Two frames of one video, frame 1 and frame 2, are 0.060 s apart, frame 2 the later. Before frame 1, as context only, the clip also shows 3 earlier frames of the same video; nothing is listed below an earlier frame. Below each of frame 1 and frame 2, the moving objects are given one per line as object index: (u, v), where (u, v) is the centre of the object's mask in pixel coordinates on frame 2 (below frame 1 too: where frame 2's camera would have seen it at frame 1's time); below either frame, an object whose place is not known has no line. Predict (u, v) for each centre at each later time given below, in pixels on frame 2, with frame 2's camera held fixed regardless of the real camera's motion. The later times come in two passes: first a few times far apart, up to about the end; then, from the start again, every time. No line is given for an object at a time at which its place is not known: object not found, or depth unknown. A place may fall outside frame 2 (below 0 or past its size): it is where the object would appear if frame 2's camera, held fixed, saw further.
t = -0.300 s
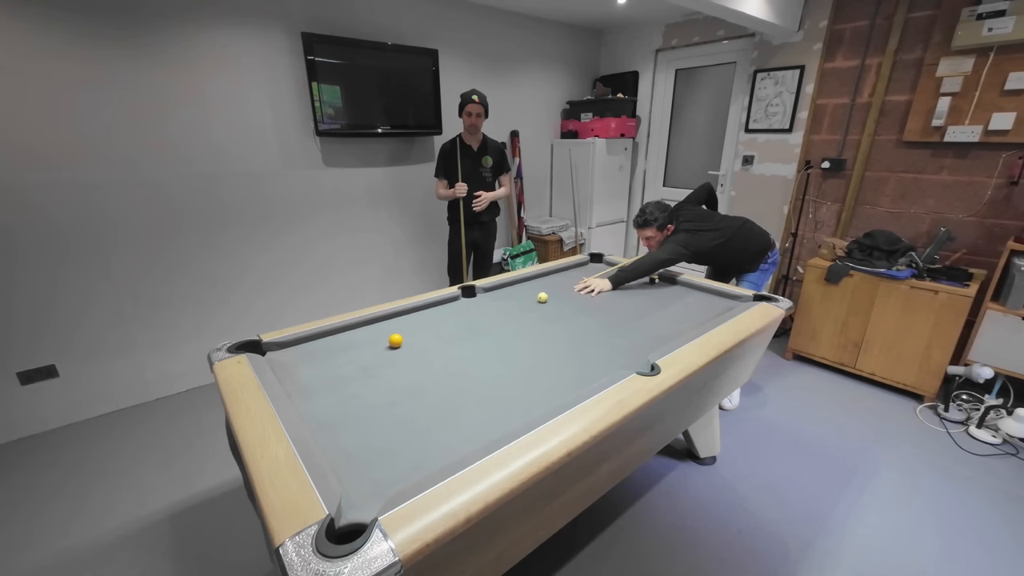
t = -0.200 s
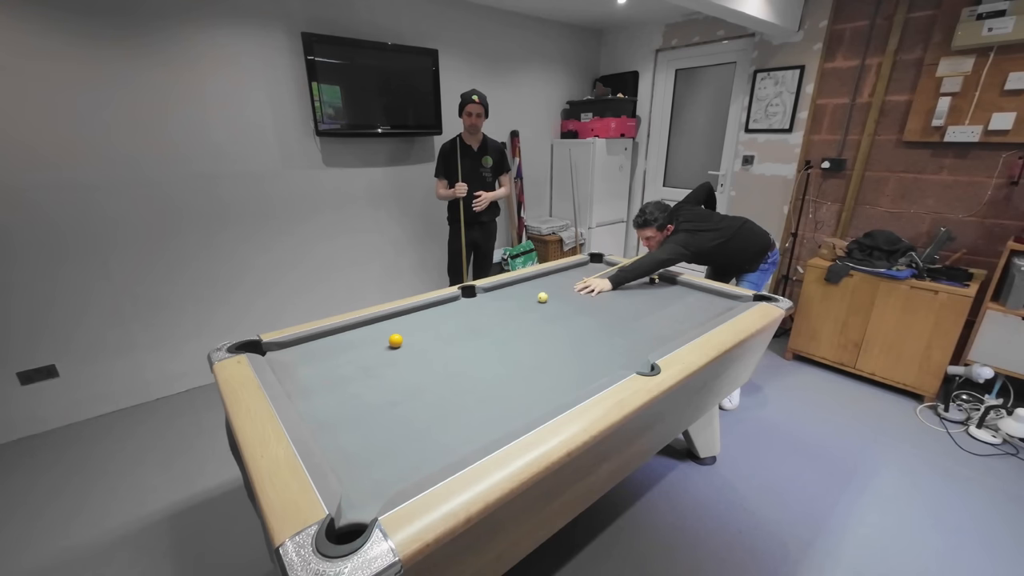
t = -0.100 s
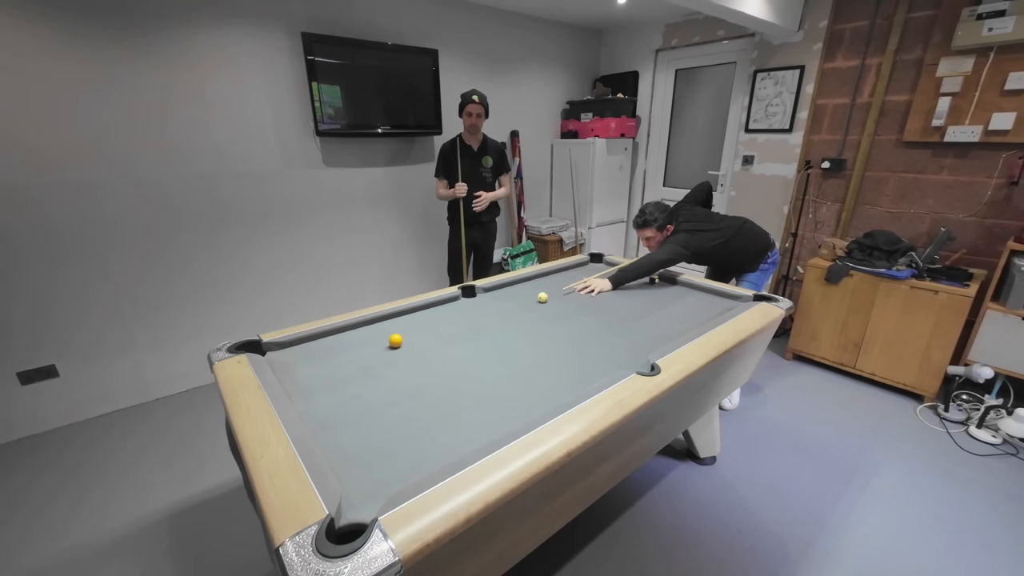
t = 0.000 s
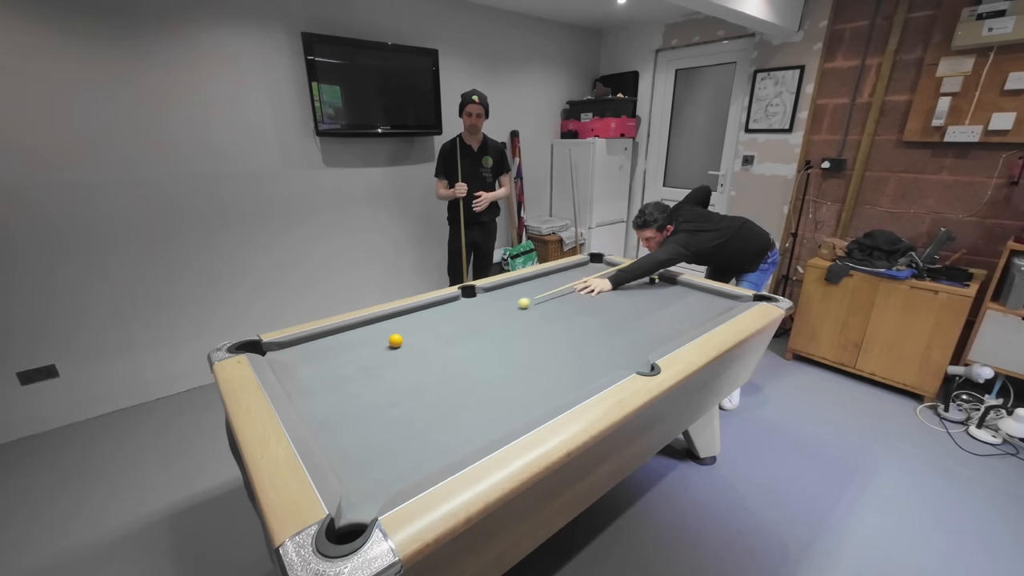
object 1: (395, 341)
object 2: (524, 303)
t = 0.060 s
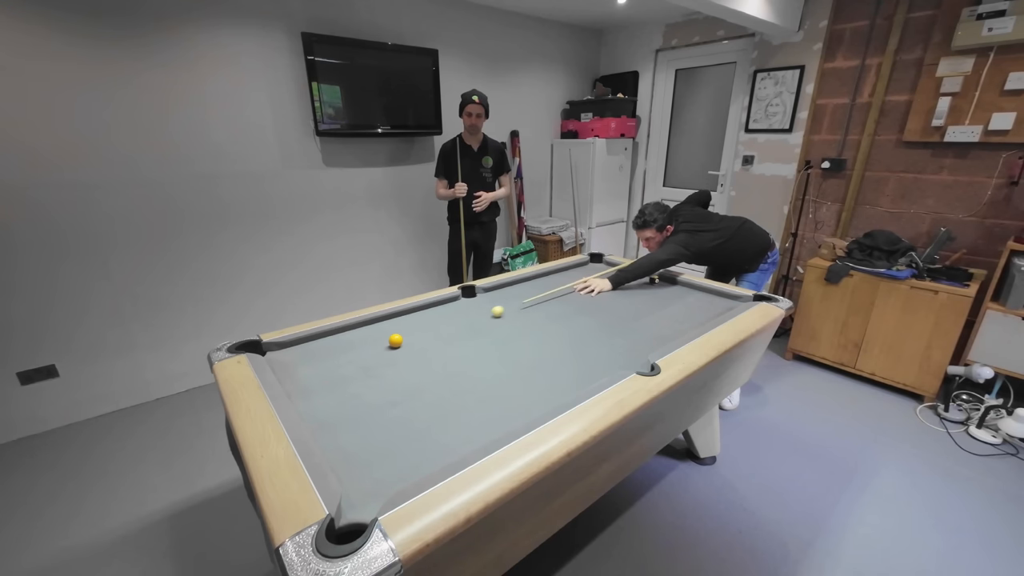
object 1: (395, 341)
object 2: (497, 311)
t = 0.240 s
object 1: (392, 341)
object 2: (409, 341)
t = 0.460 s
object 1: (296, 350)
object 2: (394, 377)
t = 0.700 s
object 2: (347, 437)
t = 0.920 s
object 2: (386, 460)
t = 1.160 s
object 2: (446, 450)
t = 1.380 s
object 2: (463, 414)
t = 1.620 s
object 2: (477, 386)
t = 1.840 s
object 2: (488, 364)
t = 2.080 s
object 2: (497, 346)
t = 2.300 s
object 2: (504, 332)
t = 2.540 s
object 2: (510, 319)
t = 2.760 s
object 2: (515, 310)
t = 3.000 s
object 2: (520, 301)
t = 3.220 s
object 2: (524, 294)
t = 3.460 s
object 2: (528, 287)
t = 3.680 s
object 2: (531, 281)
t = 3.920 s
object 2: (536, 278)
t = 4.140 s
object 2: (545, 277)
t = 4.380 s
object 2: (554, 276)
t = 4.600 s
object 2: (560, 276)
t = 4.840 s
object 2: (567, 276)
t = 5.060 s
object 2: (572, 275)
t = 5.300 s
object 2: (576, 275)
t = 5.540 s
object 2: (580, 275)
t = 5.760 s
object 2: (582, 275)
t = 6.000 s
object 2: (583, 274)
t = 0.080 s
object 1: (395, 341)
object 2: (488, 315)
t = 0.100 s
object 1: (395, 341)
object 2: (479, 318)
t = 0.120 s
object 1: (395, 341)
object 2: (469, 321)
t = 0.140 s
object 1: (395, 341)
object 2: (460, 324)
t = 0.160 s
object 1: (395, 341)
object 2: (449, 327)
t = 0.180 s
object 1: (395, 341)
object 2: (439, 330)
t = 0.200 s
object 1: (395, 341)
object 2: (428, 334)
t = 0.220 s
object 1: (395, 341)
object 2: (417, 337)
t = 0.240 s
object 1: (392, 341)
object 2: (409, 341)
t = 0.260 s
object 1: (382, 342)
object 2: (409, 344)
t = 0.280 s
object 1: (372, 343)
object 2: (409, 347)
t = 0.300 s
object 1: (363, 344)
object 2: (409, 350)
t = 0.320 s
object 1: (353, 345)
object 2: (408, 353)
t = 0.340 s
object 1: (344, 346)
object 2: (407, 356)
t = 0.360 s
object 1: (336, 347)
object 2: (406, 359)
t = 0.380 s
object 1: (327, 347)
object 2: (404, 363)
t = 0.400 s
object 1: (319, 348)
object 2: (402, 366)
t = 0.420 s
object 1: (311, 349)
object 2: (400, 370)
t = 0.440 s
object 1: (304, 350)
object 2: (397, 374)
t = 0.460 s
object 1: (296, 350)
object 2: (394, 377)
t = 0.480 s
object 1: (289, 350)
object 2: (390, 381)
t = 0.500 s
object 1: (281, 351)
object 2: (387, 386)
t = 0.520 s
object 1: (273, 352)
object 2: (383, 390)
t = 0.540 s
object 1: (266, 352)
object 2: (380, 395)
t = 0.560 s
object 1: (260, 351)
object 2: (376, 399)
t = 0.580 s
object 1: (256, 350)
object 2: (373, 404)
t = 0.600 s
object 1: (254, 349)
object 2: (368, 409)
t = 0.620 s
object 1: (252, 350)
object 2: (364, 414)
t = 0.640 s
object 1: (249, 350)
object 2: (360, 420)
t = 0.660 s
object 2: (355, 425)
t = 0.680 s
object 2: (351, 431)
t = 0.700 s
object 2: (347, 437)
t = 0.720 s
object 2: (341, 443)
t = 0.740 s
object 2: (336, 450)
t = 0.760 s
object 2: (333, 454)
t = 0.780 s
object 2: (337, 457)
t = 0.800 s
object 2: (344, 457)
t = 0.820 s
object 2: (352, 457)
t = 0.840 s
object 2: (360, 457)
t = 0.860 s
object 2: (367, 457)
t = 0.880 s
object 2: (373, 458)
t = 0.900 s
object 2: (379, 459)
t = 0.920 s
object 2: (386, 460)
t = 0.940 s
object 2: (392, 460)
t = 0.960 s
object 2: (399, 461)
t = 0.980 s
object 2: (405, 462)
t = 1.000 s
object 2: (412, 462)
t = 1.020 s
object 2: (419, 463)
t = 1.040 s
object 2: (425, 464)
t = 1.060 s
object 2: (431, 463)
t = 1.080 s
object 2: (437, 462)
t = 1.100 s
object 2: (440, 459)
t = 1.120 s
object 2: (442, 456)
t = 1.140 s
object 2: (444, 453)
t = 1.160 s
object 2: (446, 450)
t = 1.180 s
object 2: (448, 446)
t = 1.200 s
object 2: (449, 443)
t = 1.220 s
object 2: (451, 439)
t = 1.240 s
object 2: (453, 436)
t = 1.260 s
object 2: (455, 433)
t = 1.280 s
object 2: (456, 429)
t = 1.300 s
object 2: (457, 426)
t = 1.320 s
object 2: (459, 423)
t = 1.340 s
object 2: (460, 420)
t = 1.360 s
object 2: (462, 418)
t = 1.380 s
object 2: (463, 414)
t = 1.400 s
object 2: (465, 412)
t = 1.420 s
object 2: (466, 409)
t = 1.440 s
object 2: (467, 407)
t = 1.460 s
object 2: (468, 404)
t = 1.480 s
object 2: (469, 401)
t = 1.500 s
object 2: (471, 399)
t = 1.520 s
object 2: (472, 397)
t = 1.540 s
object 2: (473, 394)
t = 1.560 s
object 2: (474, 392)
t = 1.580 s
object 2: (475, 390)
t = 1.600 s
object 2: (476, 388)
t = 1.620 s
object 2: (477, 386)
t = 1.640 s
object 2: (478, 383)
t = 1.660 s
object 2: (479, 381)
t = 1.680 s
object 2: (480, 379)
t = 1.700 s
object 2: (481, 377)
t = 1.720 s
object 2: (482, 375)
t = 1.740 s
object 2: (483, 373)
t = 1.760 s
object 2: (484, 372)
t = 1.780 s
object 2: (485, 370)
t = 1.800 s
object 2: (486, 368)
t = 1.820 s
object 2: (487, 366)
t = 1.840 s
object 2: (488, 364)
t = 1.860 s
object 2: (489, 363)
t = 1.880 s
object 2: (489, 361)
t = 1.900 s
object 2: (490, 359)
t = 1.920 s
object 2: (491, 358)
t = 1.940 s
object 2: (492, 356)
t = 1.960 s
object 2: (493, 355)
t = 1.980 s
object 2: (493, 353)
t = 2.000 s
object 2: (494, 352)
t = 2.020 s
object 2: (495, 350)
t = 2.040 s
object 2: (496, 349)
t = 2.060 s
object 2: (496, 347)
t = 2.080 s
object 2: (497, 346)
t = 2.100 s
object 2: (498, 345)
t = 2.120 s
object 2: (498, 343)
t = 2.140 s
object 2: (499, 342)
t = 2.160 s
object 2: (500, 341)
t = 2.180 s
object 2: (500, 339)
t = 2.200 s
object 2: (501, 338)
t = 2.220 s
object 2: (502, 337)
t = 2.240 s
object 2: (502, 336)
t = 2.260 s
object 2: (503, 334)
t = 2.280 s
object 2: (503, 333)
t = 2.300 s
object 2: (504, 332)
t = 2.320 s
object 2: (504, 331)
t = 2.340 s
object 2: (505, 330)
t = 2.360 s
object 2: (506, 329)
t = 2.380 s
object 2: (506, 327)
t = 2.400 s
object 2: (507, 327)
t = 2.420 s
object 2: (507, 326)
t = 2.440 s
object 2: (508, 324)
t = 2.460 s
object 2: (508, 323)
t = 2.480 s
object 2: (509, 322)
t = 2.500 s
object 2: (509, 321)
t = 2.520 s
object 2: (510, 320)
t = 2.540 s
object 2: (510, 319)
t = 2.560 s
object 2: (511, 318)
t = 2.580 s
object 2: (511, 317)
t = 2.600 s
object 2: (512, 316)
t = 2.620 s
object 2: (512, 315)
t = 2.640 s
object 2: (512, 315)
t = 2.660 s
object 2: (513, 314)
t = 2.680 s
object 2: (513, 313)
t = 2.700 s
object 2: (514, 312)
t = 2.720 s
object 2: (515, 311)
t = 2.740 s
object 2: (515, 310)
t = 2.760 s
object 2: (515, 310)
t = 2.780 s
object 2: (516, 309)
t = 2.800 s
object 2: (516, 308)
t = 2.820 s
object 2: (516, 307)
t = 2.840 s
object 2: (517, 307)
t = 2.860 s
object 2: (517, 306)
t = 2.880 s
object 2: (518, 305)
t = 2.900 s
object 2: (518, 304)
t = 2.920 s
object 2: (519, 303)
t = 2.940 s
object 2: (519, 303)
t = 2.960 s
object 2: (519, 302)
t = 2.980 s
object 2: (520, 301)
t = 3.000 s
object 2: (520, 301)
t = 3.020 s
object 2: (520, 300)
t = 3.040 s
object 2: (521, 299)
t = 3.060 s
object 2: (521, 299)
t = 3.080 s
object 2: (521, 298)
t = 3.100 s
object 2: (522, 297)
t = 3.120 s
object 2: (522, 297)
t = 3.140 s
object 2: (523, 296)
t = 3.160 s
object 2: (523, 295)
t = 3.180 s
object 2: (523, 295)
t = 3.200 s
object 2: (523, 294)
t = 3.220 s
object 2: (524, 294)
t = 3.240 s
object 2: (524, 293)
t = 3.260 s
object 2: (525, 292)
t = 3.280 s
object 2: (525, 292)
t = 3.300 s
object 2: (525, 291)
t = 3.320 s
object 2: (525, 291)
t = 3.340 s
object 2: (526, 290)
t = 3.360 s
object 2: (526, 290)
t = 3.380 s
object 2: (527, 289)
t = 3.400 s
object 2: (527, 288)
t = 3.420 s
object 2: (527, 288)
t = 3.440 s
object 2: (528, 287)
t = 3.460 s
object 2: (528, 287)
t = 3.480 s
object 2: (528, 286)
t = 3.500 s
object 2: (528, 286)
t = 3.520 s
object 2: (529, 285)
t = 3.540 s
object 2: (529, 285)
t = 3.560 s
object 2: (529, 284)
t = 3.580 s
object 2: (529, 284)
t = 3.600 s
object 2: (530, 283)
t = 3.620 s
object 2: (530, 283)
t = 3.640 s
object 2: (530, 282)
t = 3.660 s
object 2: (530, 282)
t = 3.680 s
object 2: (531, 281)
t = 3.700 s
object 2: (531, 281)
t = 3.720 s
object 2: (531, 281)
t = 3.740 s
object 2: (532, 280)
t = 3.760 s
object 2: (532, 280)
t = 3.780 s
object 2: (532, 279)
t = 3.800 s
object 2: (532, 279)
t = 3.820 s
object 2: (533, 279)
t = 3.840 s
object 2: (533, 278)
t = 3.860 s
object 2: (533, 278)
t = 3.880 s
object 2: (534, 278)
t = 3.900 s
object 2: (535, 278)
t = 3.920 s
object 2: (536, 278)
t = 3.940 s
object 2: (537, 278)
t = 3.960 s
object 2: (538, 278)
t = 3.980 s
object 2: (538, 277)
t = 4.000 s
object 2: (539, 277)
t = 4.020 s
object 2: (540, 277)
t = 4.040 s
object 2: (541, 277)
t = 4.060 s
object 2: (542, 277)
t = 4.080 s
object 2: (542, 277)
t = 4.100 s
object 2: (543, 277)
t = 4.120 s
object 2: (544, 277)
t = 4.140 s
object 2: (545, 277)
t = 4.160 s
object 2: (546, 277)
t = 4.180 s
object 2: (546, 277)
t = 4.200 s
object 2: (547, 277)
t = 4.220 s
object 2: (548, 277)
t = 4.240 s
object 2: (549, 277)
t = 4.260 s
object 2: (549, 277)
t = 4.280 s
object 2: (550, 277)
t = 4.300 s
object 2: (551, 277)
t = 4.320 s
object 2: (551, 277)
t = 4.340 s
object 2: (552, 277)
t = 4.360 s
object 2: (553, 276)
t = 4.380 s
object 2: (554, 276)
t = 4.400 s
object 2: (554, 276)
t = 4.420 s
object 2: (555, 276)
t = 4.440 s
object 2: (555, 276)
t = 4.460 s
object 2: (556, 276)
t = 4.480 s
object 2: (557, 276)
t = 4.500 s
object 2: (557, 276)
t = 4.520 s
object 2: (558, 276)
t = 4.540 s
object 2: (559, 276)
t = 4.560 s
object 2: (559, 276)
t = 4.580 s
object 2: (560, 276)
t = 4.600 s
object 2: (560, 276)
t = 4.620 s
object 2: (561, 276)
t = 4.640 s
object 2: (562, 276)
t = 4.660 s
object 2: (562, 276)
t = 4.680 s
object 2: (563, 276)
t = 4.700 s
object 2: (563, 276)
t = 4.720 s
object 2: (563, 276)
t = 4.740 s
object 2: (564, 276)
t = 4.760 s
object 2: (565, 276)
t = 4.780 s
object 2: (566, 276)
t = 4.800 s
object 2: (566, 276)
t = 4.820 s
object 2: (566, 276)
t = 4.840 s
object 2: (567, 276)
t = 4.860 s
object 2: (567, 276)
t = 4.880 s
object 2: (568, 276)
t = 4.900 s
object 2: (568, 276)
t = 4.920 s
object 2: (569, 276)
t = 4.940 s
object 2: (569, 276)
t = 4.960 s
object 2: (570, 276)
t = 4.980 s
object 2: (570, 276)
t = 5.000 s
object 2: (571, 276)
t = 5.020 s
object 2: (571, 275)
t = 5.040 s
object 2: (571, 275)
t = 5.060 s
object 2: (572, 275)
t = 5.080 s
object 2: (572, 275)
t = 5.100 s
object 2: (573, 275)
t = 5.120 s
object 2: (573, 275)
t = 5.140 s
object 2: (573, 275)
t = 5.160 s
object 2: (574, 275)
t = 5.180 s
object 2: (574, 275)
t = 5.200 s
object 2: (574, 275)
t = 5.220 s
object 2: (575, 275)
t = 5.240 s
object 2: (575, 275)
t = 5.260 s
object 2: (575, 275)
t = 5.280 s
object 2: (576, 275)
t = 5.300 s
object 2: (576, 275)
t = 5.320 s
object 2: (576, 275)
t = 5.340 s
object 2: (577, 275)
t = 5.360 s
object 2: (577, 275)
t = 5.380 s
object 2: (577, 275)
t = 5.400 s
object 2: (578, 275)
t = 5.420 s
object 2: (578, 275)
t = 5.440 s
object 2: (578, 275)
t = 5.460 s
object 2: (578, 275)
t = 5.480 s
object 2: (579, 275)
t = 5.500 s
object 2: (579, 275)
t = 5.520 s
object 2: (579, 275)
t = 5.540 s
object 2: (580, 275)
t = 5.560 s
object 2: (580, 275)
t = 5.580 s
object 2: (580, 275)
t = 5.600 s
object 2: (580, 275)
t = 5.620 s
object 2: (580, 275)
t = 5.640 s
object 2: (581, 275)
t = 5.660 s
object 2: (581, 275)
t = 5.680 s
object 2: (581, 275)
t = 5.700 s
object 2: (581, 275)
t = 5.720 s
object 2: (581, 275)
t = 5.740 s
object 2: (582, 275)
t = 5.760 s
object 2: (582, 275)
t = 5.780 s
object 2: (582, 275)
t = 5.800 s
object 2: (582, 275)
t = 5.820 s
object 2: (582, 275)
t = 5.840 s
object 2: (582, 275)
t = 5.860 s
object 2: (582, 275)
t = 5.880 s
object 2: (582, 275)
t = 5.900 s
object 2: (583, 274)
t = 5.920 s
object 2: (583, 274)
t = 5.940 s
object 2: (583, 274)
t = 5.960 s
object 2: (583, 274)
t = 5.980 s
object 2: (583, 274)
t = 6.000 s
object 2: (583, 274)
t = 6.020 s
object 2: (583, 274)
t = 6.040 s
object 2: (583, 274)
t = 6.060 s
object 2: (583, 274)
